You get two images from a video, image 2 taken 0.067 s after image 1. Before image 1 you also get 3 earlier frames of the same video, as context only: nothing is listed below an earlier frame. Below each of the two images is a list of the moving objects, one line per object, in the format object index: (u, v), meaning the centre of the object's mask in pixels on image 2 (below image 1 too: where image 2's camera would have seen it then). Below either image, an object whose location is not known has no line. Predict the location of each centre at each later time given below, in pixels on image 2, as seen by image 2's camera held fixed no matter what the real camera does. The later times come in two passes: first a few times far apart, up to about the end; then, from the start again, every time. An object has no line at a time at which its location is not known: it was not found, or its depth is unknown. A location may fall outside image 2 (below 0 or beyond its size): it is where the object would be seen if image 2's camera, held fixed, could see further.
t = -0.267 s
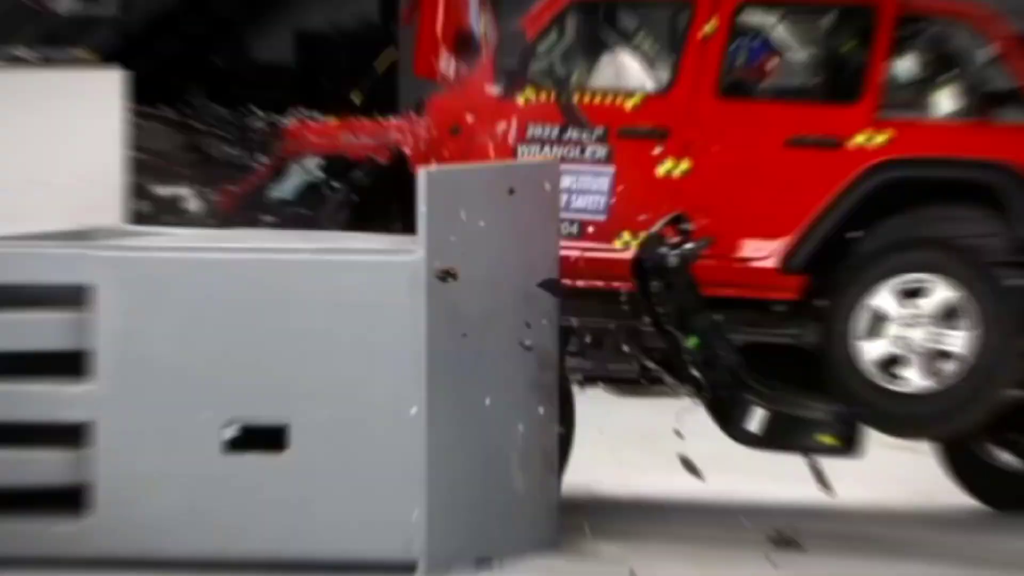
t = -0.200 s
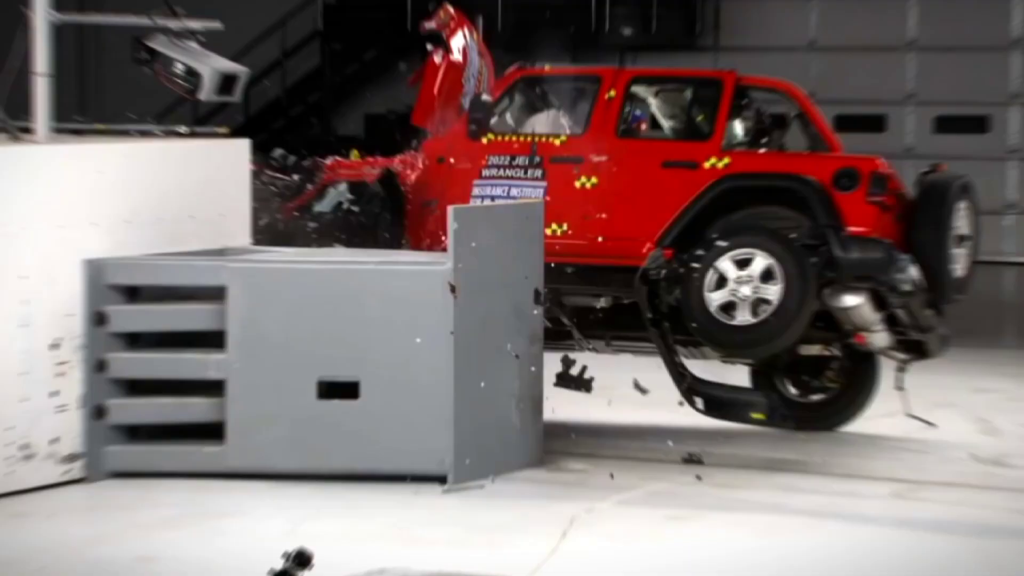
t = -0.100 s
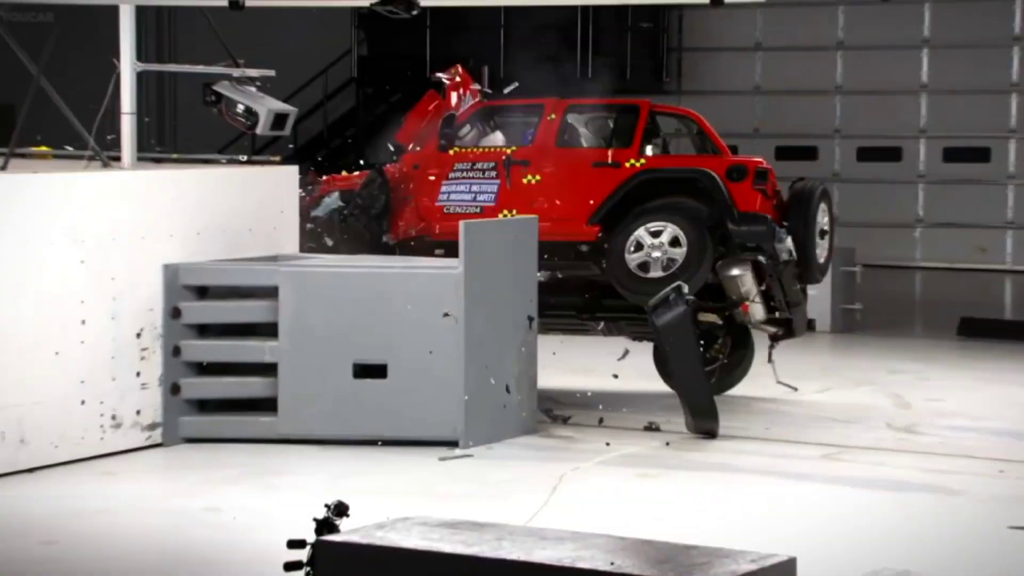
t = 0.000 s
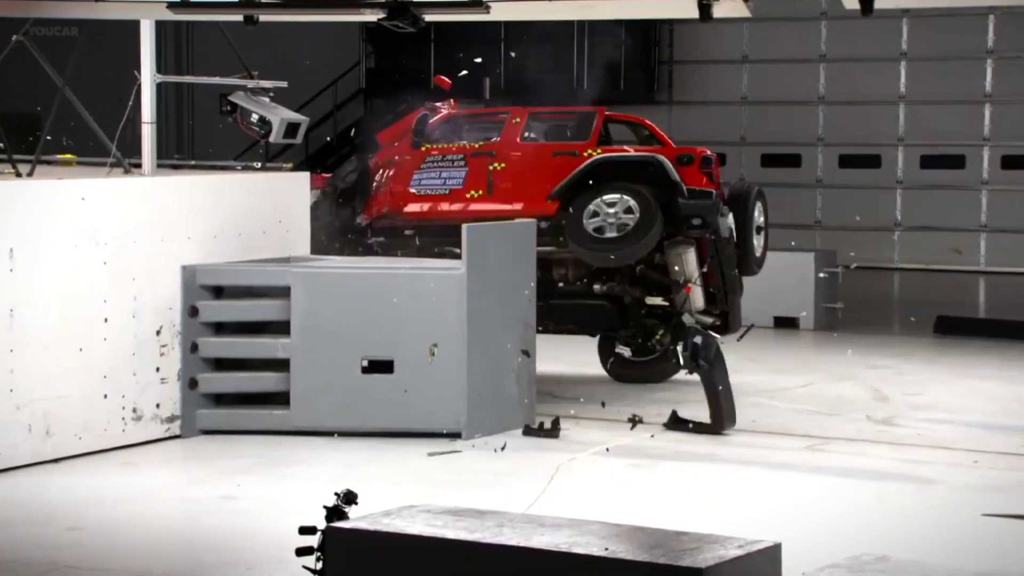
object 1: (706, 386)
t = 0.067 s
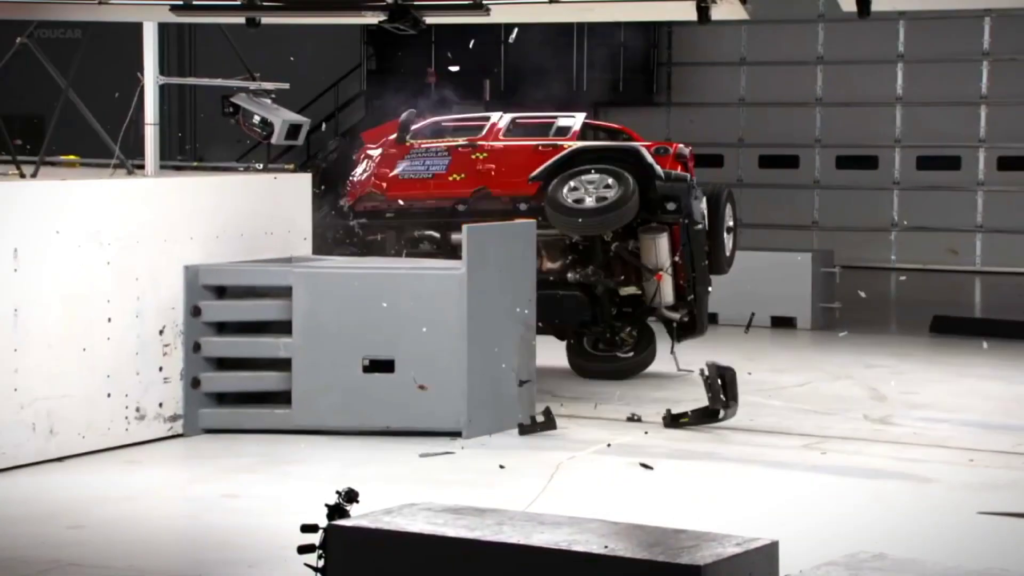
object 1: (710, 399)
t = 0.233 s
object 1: (727, 404)
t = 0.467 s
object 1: (767, 420)
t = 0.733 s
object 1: (769, 427)
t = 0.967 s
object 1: (756, 420)
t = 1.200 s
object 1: (760, 417)
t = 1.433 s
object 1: (765, 413)
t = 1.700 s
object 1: (779, 412)
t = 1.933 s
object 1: (784, 411)
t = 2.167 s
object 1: (789, 411)
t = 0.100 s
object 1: (710, 408)
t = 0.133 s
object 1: (714, 407)
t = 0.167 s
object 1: (720, 405)
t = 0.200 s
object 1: (722, 403)
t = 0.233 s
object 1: (727, 404)
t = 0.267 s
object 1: (737, 407)
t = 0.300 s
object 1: (741, 410)
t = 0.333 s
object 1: (745, 417)
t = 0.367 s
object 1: (759, 426)
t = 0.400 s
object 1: (766, 423)
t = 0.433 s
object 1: (768, 421)
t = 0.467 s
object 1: (767, 420)
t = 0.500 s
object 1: (767, 420)
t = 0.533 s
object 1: (765, 419)
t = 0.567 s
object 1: (763, 419)
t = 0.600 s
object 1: (765, 420)
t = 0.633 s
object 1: (768, 423)
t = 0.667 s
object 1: (769, 426)
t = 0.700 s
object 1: (770, 426)
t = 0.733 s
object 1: (769, 427)
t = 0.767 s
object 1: (770, 427)
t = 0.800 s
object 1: (763, 426)
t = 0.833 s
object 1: (762, 425)
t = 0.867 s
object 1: (761, 425)
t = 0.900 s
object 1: (760, 425)
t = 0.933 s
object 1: (758, 423)
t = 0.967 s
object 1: (756, 420)
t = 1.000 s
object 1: (753, 417)
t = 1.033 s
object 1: (754, 416)
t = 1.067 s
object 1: (755, 415)
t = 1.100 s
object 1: (755, 414)
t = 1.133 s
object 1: (757, 416)
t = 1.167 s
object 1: (758, 415)
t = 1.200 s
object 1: (760, 417)
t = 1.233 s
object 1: (759, 416)
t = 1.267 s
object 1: (762, 417)
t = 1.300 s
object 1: (762, 417)
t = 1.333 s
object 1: (762, 416)
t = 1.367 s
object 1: (764, 416)
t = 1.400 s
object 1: (765, 415)
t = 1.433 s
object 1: (765, 413)
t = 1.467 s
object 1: (767, 412)
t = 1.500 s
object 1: (770, 413)
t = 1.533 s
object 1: (771, 411)
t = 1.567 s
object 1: (774, 411)
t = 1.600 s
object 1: (775, 411)
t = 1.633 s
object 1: (777, 411)
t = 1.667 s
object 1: (778, 412)
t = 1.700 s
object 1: (779, 412)
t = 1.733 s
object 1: (780, 412)
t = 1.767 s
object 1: (781, 412)
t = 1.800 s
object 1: (782, 412)
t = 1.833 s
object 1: (782, 412)
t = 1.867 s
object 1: (783, 412)
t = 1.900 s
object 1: (783, 412)
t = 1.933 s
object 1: (784, 411)
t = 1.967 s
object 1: (784, 411)
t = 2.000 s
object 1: (785, 411)
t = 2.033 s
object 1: (786, 411)
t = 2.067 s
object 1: (787, 411)
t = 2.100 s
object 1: (788, 411)
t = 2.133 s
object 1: (789, 411)
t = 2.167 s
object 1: (789, 411)
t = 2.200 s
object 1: (790, 412)
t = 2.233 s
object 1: (790, 412)
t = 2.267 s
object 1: (791, 411)
